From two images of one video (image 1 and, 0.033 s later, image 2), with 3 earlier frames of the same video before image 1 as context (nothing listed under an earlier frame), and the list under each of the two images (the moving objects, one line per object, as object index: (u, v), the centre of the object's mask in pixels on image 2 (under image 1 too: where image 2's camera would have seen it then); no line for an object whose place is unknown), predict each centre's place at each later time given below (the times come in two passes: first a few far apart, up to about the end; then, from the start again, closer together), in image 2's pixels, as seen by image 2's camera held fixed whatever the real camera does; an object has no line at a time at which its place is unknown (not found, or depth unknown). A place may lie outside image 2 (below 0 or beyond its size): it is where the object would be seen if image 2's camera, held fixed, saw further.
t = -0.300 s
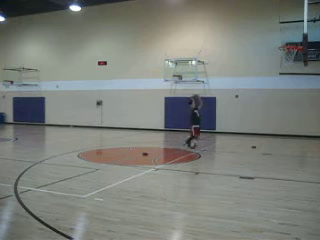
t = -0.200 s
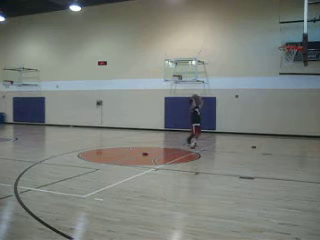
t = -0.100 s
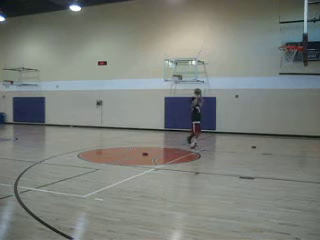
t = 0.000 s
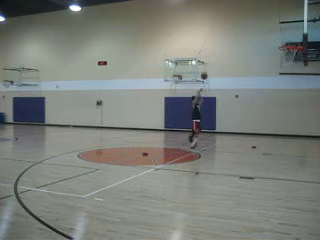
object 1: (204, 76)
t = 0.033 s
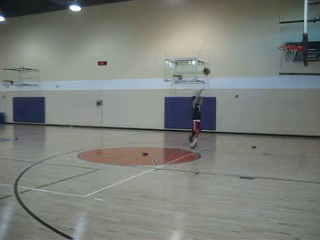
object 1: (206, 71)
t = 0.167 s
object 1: (216, 53)
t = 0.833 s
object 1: (276, 40)
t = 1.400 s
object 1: (291, 44)
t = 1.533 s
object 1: (284, 57)
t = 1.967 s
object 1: (261, 144)
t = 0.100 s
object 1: (211, 62)
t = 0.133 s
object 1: (213, 57)
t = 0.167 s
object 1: (216, 53)
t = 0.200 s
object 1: (218, 49)
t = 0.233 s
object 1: (221, 46)
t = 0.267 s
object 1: (224, 43)
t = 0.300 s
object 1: (226, 40)
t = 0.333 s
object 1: (229, 37)
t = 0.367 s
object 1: (232, 35)
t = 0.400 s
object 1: (235, 33)
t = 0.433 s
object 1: (237, 32)
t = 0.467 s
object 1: (240, 30)
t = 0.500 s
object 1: (243, 29)
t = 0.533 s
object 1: (246, 28)
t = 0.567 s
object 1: (249, 28)
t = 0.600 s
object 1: (252, 28)
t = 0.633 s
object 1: (255, 29)
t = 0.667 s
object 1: (259, 29)
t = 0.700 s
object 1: (262, 30)
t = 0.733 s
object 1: (265, 32)
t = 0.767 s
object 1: (269, 34)
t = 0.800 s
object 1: (272, 37)
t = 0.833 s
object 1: (276, 40)
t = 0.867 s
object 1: (279, 43)
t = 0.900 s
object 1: (281, 44)
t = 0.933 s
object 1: (283, 42)
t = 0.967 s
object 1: (285, 41)
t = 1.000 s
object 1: (286, 40)
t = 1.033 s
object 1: (288, 40)
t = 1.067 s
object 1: (290, 40)
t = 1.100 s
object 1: (291, 40)
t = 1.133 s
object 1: (293, 40)
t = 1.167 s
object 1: (295, 41)
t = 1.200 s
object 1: (297, 41)
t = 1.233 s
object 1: (297, 41)
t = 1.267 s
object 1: (297, 41)
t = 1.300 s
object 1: (296, 41)
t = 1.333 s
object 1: (294, 42)
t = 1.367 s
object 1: (292, 43)
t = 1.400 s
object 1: (291, 44)
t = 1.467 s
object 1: (286, 51)
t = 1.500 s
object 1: (285, 54)
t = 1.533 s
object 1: (284, 57)
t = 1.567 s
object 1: (282, 61)
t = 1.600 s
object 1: (280, 65)
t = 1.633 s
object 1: (279, 70)
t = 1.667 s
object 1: (277, 76)
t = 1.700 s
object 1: (275, 82)
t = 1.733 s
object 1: (273, 88)
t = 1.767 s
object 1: (271, 94)
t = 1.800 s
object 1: (270, 101)
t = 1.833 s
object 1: (268, 109)
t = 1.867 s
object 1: (266, 117)
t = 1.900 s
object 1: (265, 125)
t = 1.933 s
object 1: (263, 134)
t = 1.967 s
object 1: (261, 144)
